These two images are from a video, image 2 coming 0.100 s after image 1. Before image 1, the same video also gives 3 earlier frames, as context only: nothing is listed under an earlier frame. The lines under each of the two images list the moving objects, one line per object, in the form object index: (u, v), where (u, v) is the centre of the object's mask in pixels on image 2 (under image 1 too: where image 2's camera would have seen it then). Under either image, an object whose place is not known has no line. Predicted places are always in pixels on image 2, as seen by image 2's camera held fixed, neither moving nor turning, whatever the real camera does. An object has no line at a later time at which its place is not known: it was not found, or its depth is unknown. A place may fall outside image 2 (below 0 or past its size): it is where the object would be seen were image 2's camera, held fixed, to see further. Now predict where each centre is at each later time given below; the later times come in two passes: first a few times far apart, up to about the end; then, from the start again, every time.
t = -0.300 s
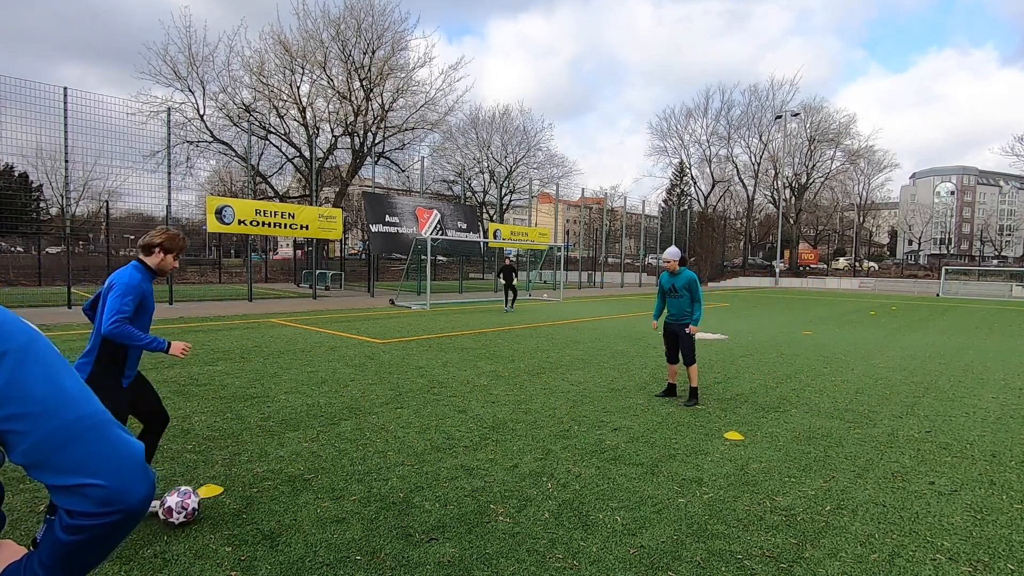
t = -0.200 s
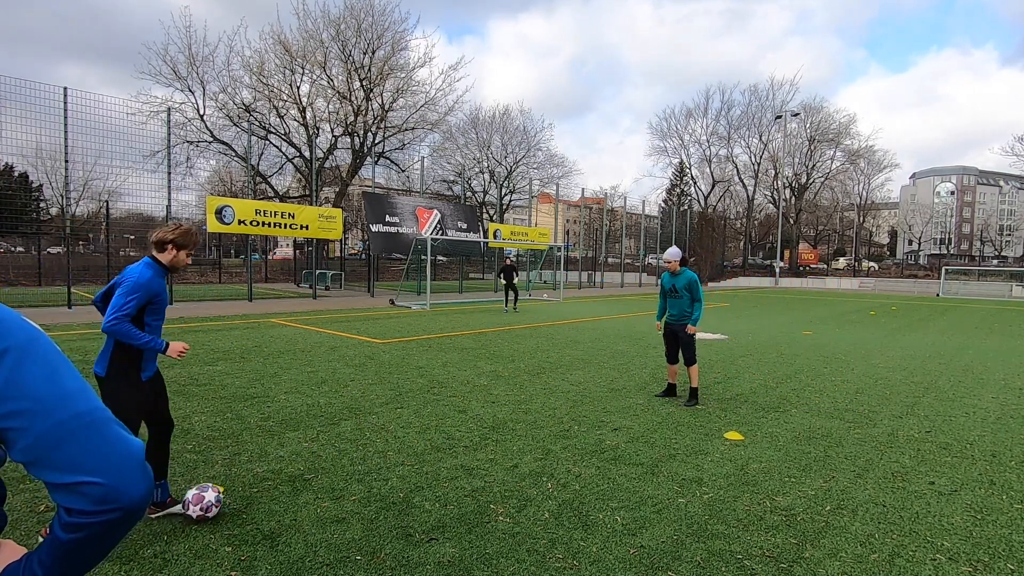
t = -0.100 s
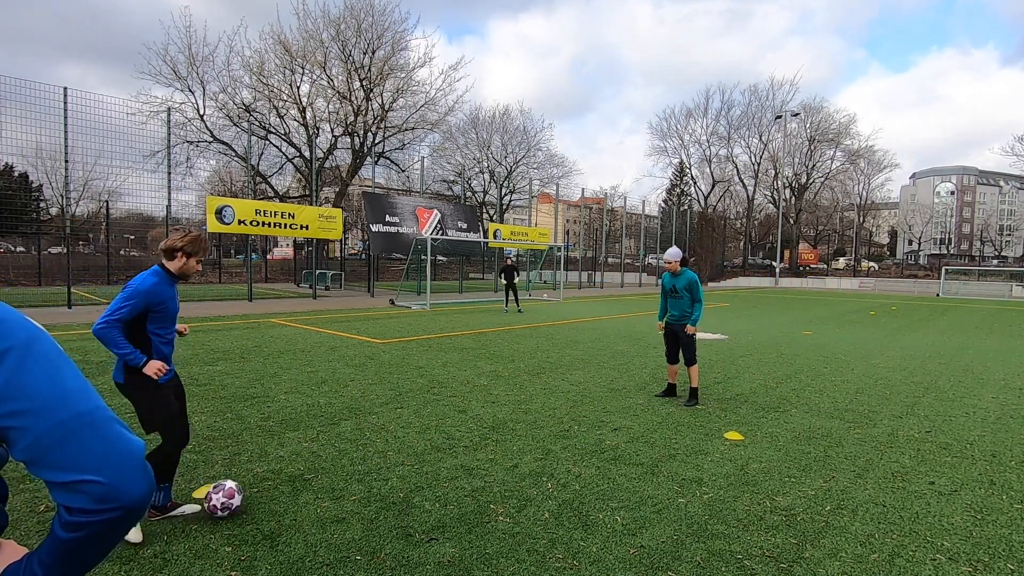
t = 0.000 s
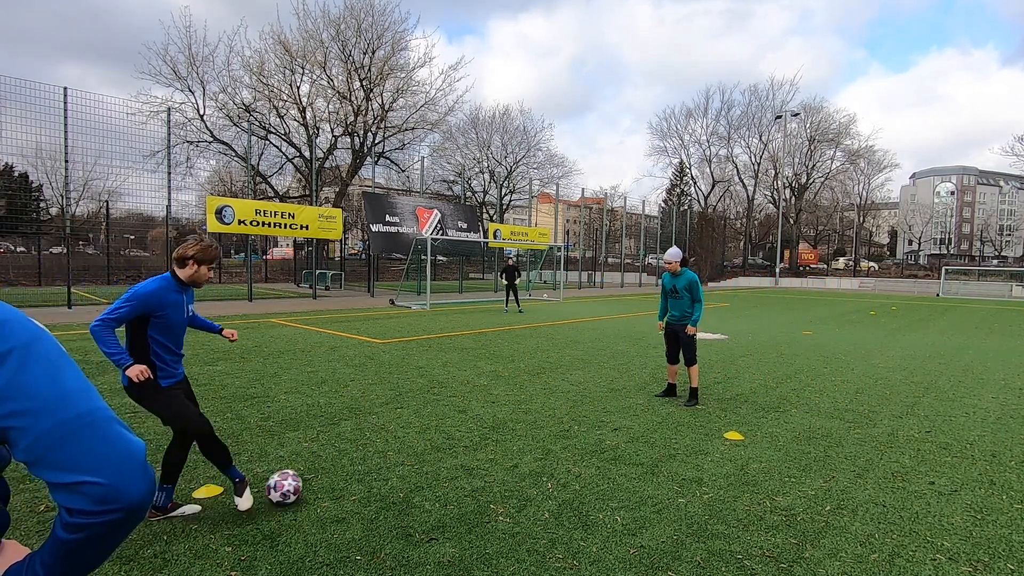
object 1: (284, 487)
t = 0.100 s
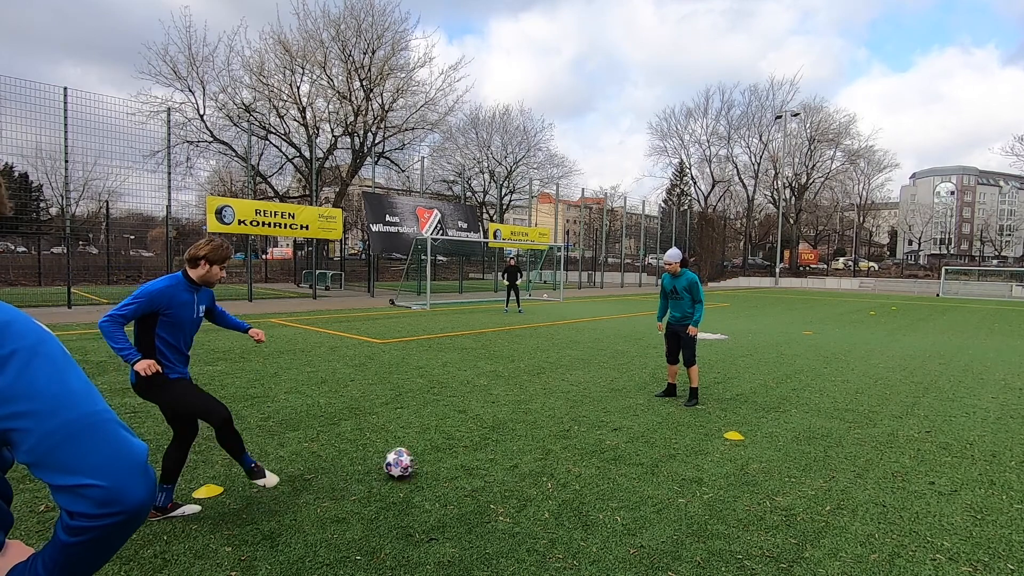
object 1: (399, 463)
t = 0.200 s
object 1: (484, 447)
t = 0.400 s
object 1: (599, 422)
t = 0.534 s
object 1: (652, 412)
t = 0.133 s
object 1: (430, 457)
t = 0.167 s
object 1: (458, 451)
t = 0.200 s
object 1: (484, 447)
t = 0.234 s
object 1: (507, 441)
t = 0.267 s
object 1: (528, 437)
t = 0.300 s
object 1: (548, 432)
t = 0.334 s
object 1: (567, 429)
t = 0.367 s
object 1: (584, 425)
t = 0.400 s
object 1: (599, 422)
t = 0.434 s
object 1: (614, 419)
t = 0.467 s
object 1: (626, 416)
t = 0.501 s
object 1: (640, 414)
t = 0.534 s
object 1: (652, 412)
